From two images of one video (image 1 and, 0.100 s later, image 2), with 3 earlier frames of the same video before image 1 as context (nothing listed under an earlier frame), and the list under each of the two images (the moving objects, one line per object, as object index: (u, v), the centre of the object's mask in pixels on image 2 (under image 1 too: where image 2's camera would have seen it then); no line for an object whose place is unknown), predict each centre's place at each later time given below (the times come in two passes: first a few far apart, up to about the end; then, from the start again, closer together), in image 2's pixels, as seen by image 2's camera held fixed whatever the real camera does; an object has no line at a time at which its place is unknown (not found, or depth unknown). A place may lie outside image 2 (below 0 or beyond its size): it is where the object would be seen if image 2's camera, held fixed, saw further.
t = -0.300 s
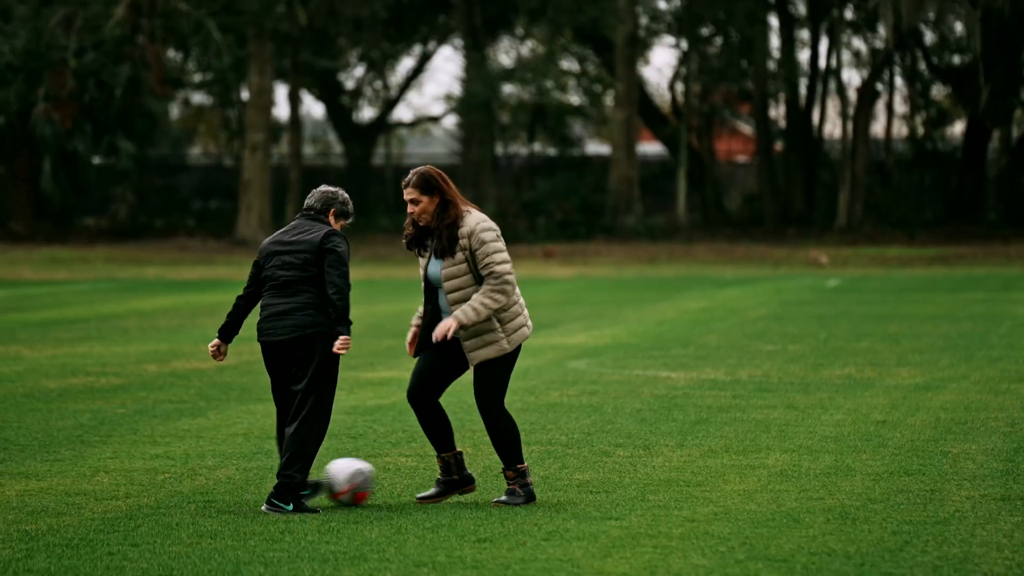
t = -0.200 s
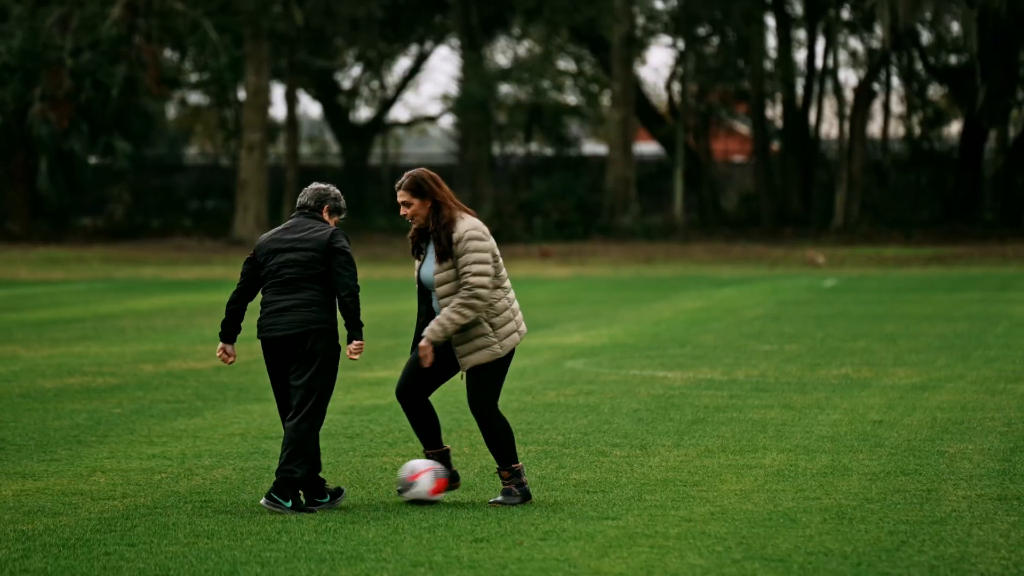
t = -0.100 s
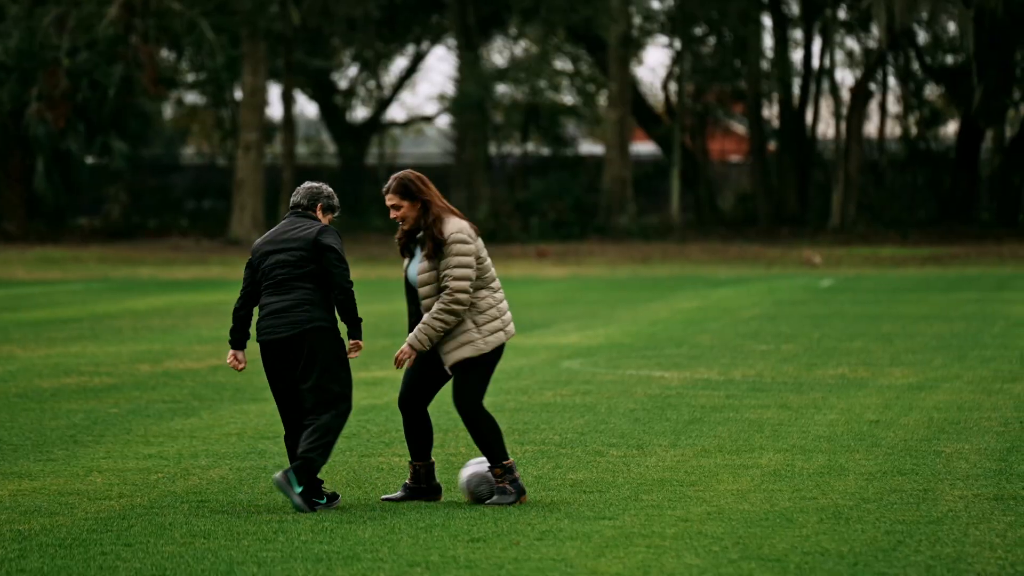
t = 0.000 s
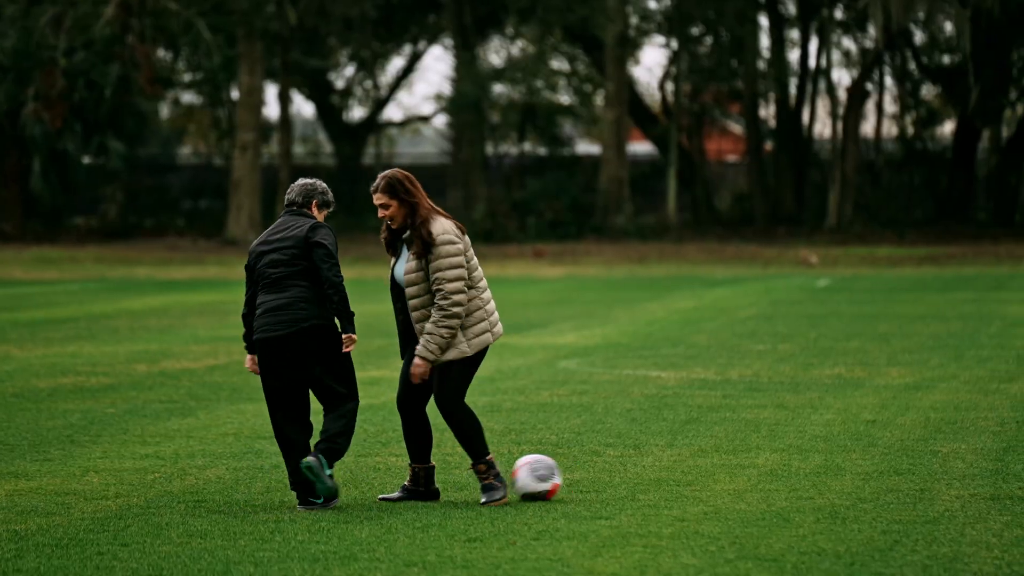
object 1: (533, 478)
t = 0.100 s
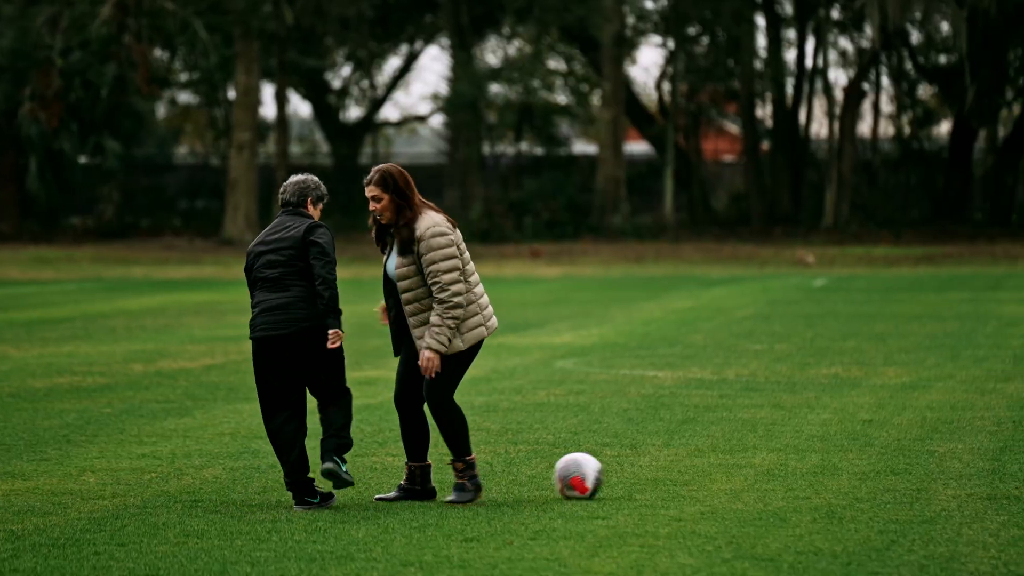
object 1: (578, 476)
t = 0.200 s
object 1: (620, 475)
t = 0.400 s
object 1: (696, 471)
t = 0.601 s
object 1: (767, 469)
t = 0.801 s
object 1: (829, 466)
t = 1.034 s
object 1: (894, 465)
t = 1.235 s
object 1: (944, 466)
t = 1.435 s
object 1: (990, 464)
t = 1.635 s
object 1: (1028, 465)
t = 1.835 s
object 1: (1060, 465)
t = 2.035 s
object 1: (1089, 464)
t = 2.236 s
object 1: (1114, 464)
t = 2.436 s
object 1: (1136, 464)
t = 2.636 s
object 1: (1154, 464)
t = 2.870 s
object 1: (1167, 464)
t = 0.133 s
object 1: (593, 476)
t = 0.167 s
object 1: (607, 476)
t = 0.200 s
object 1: (620, 475)
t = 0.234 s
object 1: (633, 475)
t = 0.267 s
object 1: (646, 474)
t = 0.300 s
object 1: (660, 473)
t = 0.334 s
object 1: (673, 473)
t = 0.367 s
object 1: (684, 473)
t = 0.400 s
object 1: (696, 471)
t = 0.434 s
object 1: (708, 471)
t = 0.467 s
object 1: (720, 470)
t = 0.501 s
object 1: (733, 471)
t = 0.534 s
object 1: (744, 471)
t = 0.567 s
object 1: (756, 470)
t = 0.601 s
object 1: (767, 469)
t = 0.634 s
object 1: (778, 469)
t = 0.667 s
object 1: (789, 468)
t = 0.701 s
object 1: (800, 467)
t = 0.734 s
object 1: (810, 467)
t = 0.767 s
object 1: (819, 467)
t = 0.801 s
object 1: (829, 466)
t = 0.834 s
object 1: (839, 466)
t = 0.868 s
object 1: (849, 466)
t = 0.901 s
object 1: (859, 466)
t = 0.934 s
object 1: (868, 465)
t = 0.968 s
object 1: (877, 464)
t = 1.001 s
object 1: (885, 465)
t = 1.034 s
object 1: (894, 465)
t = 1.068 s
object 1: (903, 465)
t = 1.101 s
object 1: (911, 465)
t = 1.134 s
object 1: (920, 465)
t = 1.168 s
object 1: (929, 466)
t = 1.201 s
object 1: (937, 466)
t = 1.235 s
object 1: (944, 466)
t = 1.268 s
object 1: (952, 465)
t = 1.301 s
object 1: (960, 466)
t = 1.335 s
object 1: (968, 466)
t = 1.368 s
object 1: (976, 466)
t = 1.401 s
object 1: (983, 464)
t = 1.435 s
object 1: (990, 464)
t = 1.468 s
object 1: (996, 465)
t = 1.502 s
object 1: (1003, 466)
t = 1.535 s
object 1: (1010, 466)
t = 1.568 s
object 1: (1016, 465)
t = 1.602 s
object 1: (1022, 465)
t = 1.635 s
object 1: (1028, 465)
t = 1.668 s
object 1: (1034, 465)
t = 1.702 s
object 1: (1040, 465)
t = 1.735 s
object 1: (1045, 464)
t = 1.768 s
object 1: (1050, 464)
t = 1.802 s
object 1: (1056, 465)
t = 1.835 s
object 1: (1060, 465)
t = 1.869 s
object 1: (1065, 465)
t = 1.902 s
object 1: (1070, 464)
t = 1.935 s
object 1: (1075, 464)
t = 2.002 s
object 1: (1084, 464)
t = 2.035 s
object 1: (1089, 464)
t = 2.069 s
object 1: (1093, 464)
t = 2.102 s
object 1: (1097, 464)
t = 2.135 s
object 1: (1102, 463)
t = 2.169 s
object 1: (1106, 464)
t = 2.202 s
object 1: (1109, 464)
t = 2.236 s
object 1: (1114, 464)
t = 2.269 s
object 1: (1118, 464)
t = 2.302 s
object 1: (1122, 464)
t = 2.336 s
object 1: (1125, 464)
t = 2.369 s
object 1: (1129, 464)
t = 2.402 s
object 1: (1133, 464)
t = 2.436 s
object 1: (1136, 464)
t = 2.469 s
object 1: (1139, 464)
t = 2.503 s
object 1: (1143, 464)
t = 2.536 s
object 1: (1146, 464)
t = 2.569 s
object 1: (1149, 464)
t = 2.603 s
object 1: (1152, 464)
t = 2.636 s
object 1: (1154, 464)
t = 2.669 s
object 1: (1156, 464)
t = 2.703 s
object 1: (1158, 464)
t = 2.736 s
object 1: (1160, 464)
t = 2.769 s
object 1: (1162, 464)
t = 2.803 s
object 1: (1164, 464)
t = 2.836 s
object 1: (1166, 464)
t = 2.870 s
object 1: (1167, 464)
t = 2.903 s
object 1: (1168, 463)
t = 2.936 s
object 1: (1169, 464)
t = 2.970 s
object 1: (1170, 464)
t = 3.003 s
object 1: (1171, 464)
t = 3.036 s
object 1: (1171, 464)
